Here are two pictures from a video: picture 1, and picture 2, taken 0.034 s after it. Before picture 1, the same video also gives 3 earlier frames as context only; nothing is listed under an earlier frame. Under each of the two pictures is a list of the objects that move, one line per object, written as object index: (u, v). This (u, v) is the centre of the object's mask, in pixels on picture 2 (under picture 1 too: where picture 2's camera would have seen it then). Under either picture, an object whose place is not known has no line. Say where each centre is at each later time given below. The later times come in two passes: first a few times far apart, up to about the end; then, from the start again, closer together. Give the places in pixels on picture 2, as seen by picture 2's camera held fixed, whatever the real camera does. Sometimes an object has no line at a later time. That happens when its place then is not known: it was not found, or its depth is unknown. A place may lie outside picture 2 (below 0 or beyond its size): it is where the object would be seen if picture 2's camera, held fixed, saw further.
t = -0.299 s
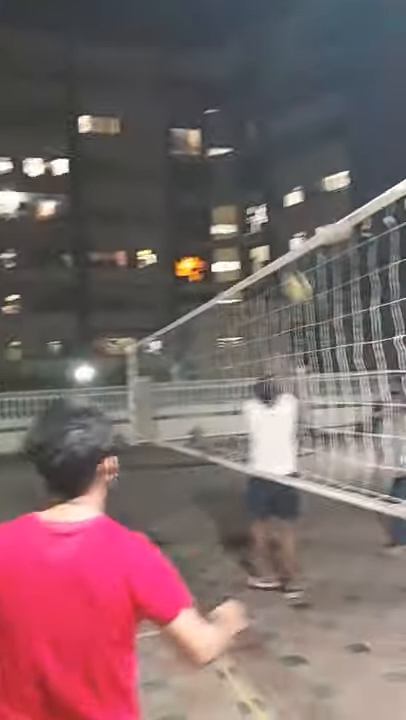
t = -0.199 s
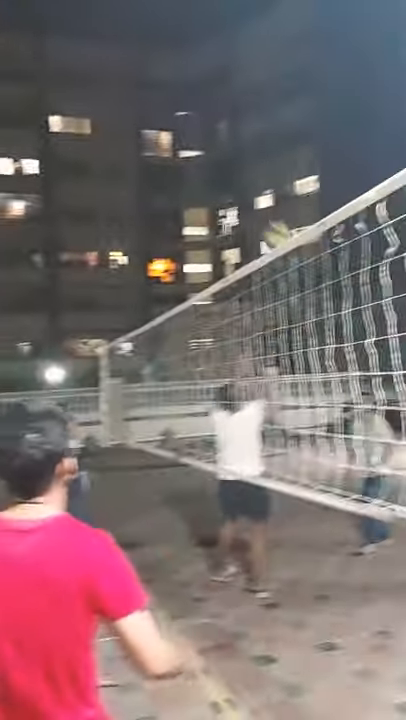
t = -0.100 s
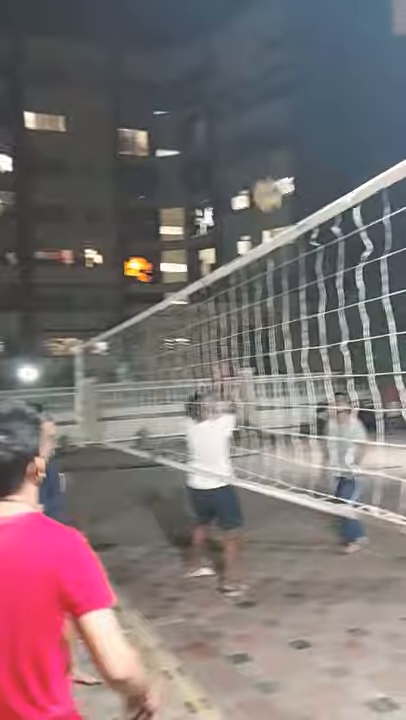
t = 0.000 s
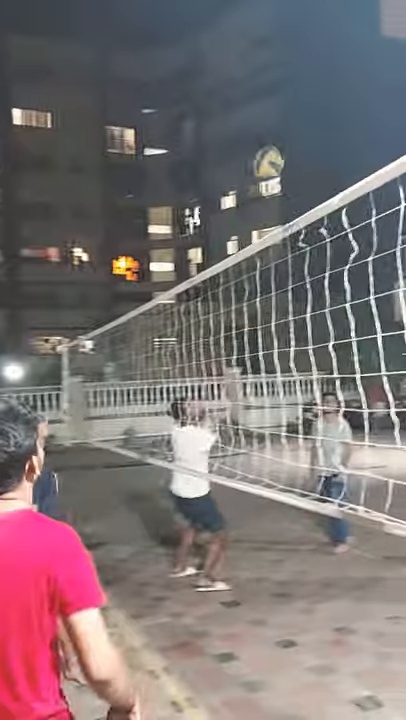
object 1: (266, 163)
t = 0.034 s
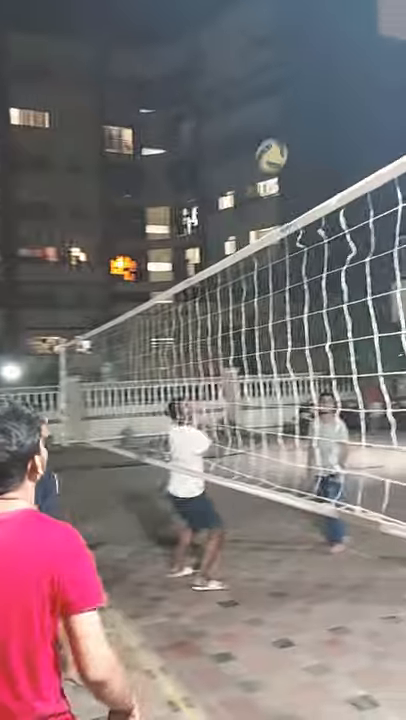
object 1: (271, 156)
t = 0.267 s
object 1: (311, 138)
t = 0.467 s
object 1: (361, 195)
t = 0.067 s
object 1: (276, 149)
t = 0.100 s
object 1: (282, 143)
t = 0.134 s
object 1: (287, 139)
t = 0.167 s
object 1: (293, 136)
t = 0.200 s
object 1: (299, 135)
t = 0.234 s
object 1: (305, 136)
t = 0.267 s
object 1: (311, 138)
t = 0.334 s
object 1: (324, 148)
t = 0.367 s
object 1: (332, 155)
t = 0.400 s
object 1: (339, 166)
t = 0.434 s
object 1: (345, 173)
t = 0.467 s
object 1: (361, 195)
